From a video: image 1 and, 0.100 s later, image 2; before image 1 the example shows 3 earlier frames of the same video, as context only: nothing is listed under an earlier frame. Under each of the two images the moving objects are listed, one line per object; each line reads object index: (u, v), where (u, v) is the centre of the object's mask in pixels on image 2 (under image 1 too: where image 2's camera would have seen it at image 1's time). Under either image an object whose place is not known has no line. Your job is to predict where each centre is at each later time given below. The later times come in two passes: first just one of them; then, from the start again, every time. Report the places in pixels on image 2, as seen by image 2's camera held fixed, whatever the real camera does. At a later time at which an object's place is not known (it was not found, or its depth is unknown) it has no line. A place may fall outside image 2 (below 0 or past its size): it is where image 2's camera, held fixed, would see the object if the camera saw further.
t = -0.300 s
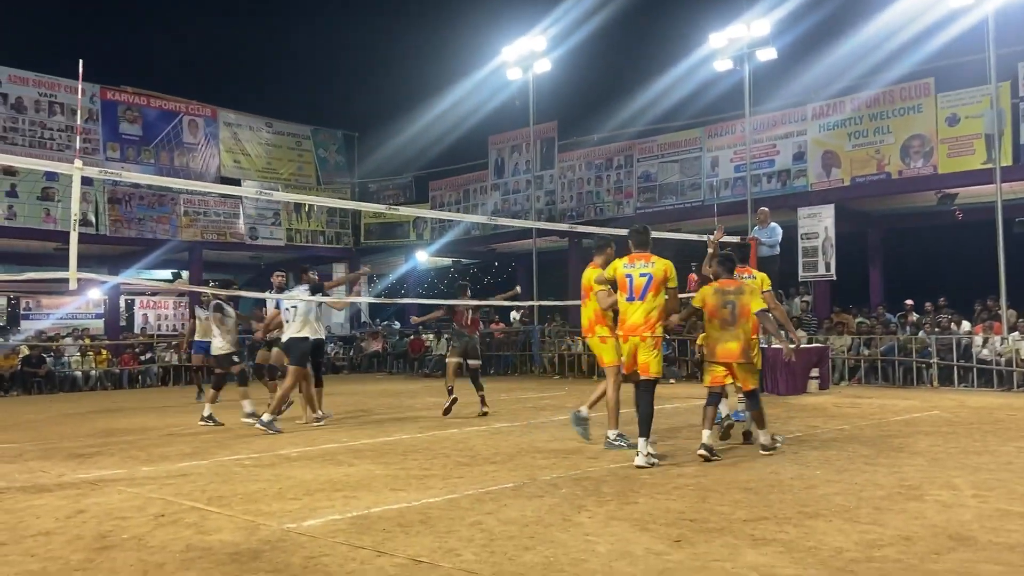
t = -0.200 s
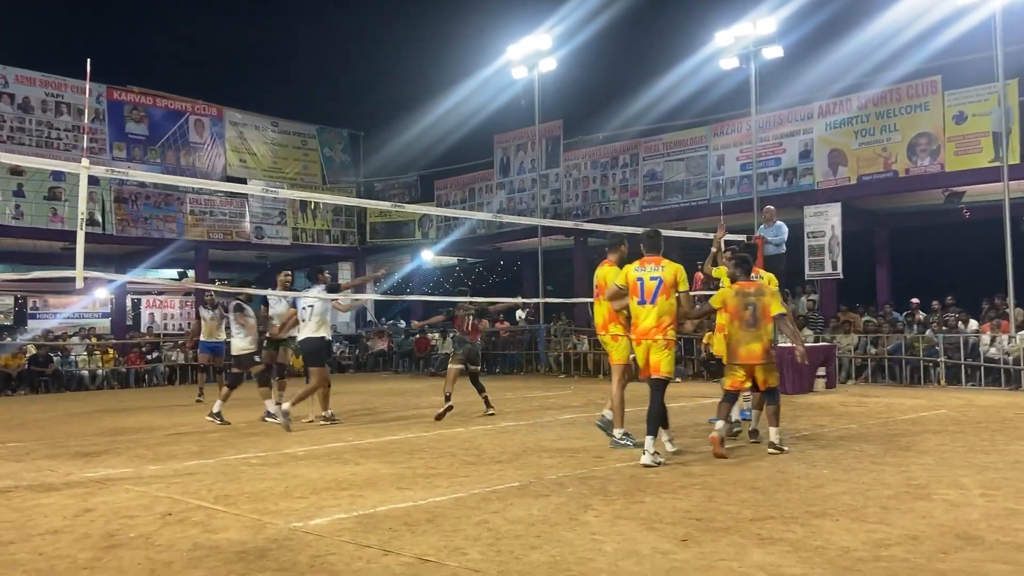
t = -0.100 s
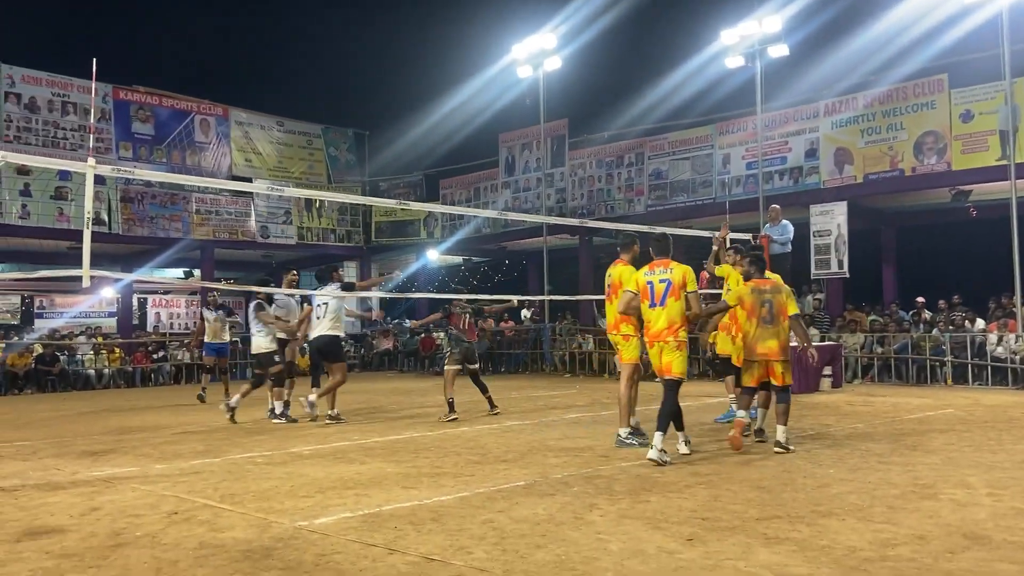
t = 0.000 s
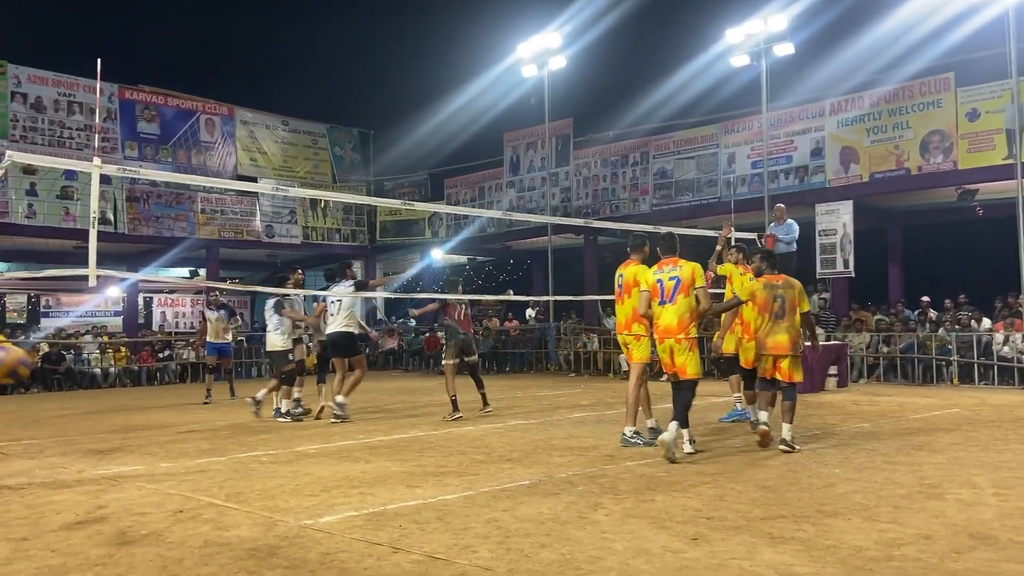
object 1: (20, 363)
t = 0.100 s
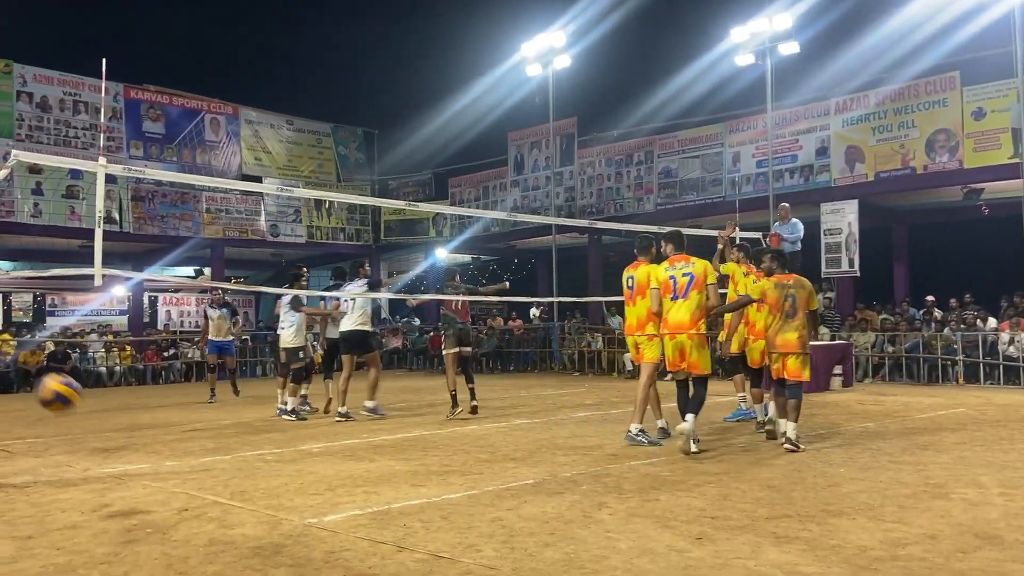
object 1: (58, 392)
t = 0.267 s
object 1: (128, 476)
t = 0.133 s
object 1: (73, 407)
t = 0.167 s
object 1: (87, 421)
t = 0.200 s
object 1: (101, 438)
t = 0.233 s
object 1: (115, 457)
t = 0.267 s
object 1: (128, 476)
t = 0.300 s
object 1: (142, 496)
